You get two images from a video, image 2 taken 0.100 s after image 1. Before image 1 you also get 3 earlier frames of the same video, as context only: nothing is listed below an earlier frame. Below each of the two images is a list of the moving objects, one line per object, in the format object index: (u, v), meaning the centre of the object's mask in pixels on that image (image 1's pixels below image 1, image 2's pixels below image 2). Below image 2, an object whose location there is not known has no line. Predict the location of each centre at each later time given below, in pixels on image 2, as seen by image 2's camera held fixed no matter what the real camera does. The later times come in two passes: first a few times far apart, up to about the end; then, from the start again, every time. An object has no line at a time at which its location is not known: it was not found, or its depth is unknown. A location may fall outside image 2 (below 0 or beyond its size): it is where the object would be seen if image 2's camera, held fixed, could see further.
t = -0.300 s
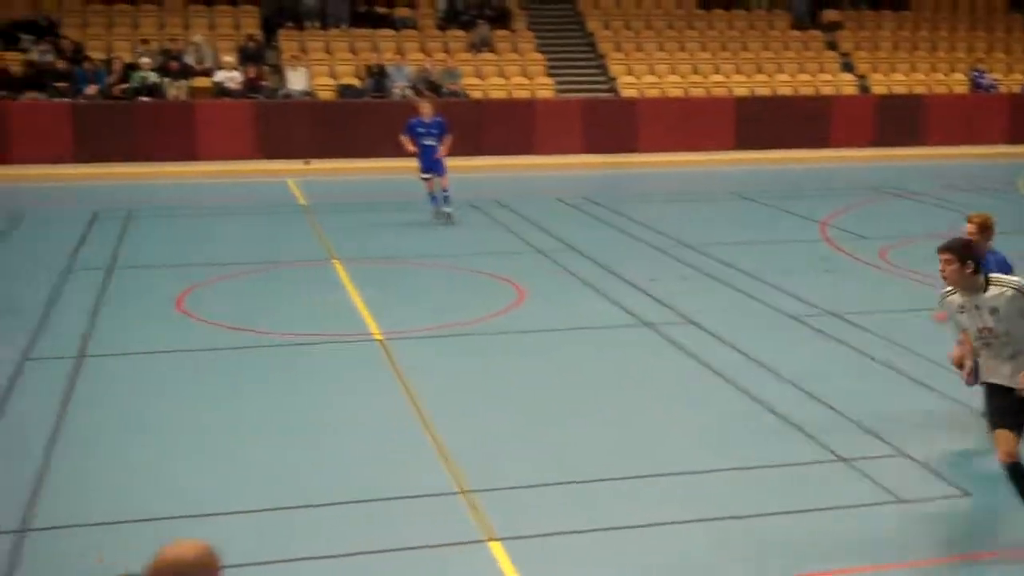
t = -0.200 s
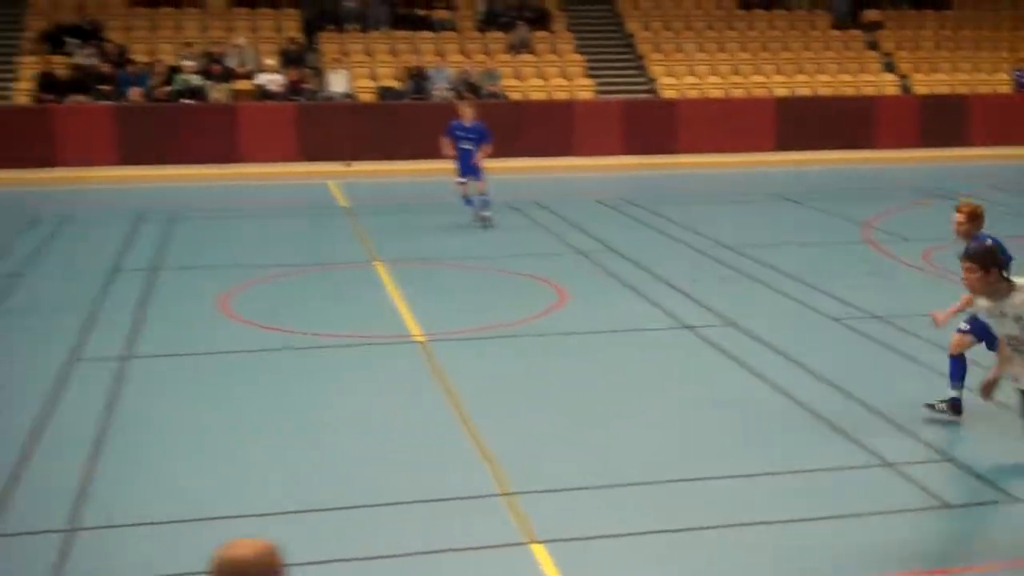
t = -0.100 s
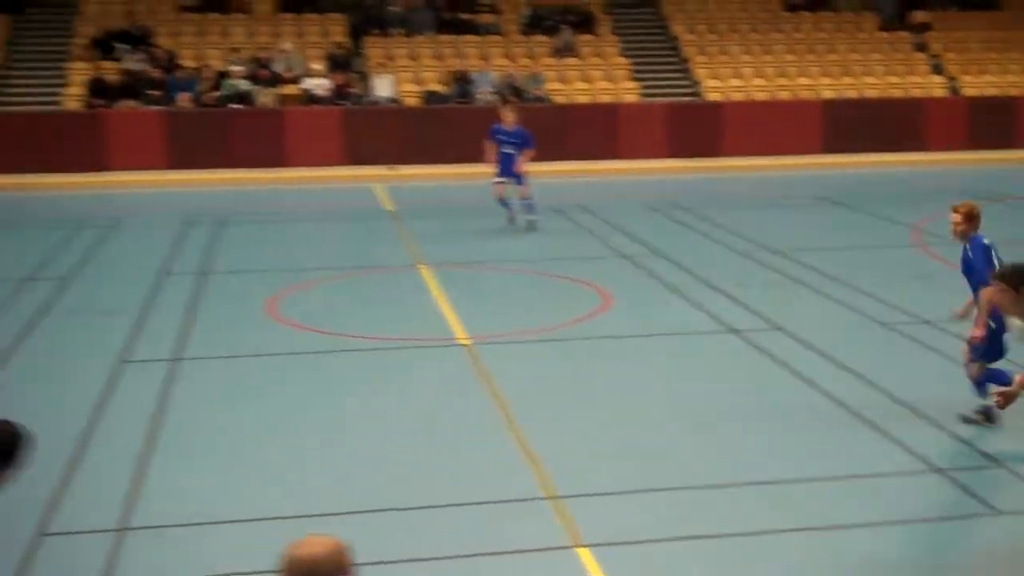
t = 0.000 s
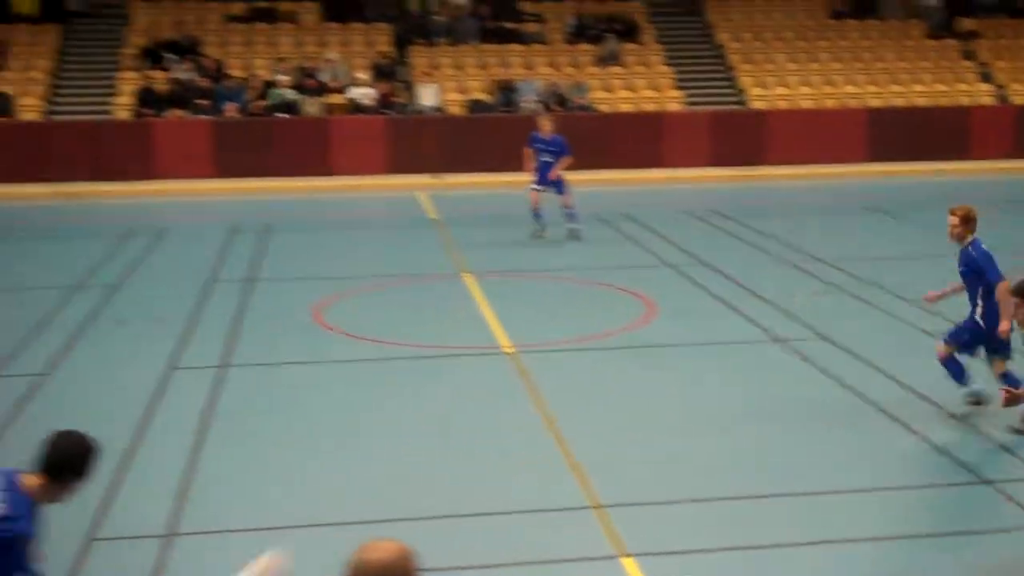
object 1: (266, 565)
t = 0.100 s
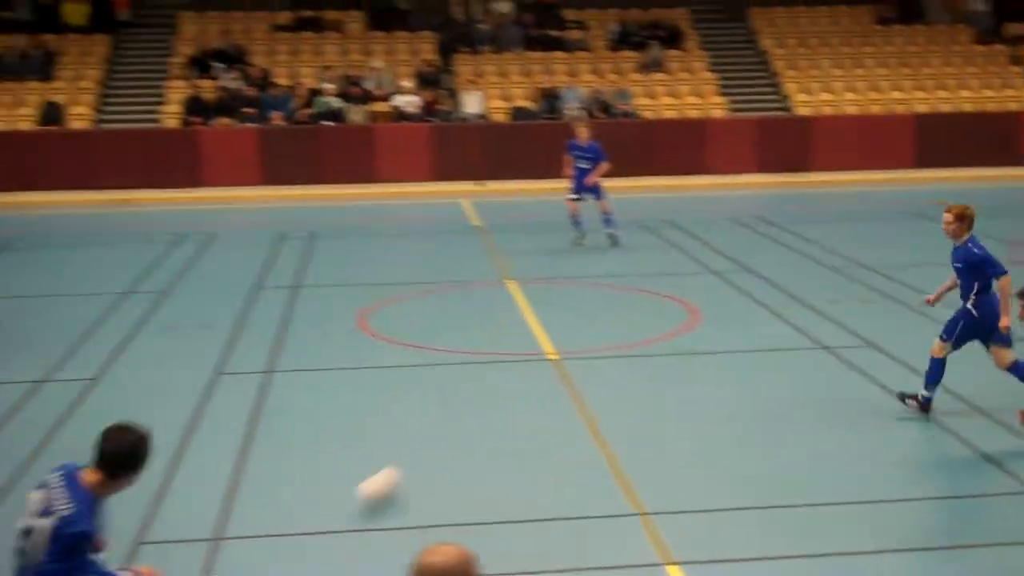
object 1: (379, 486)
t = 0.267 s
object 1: (452, 393)
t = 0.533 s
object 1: (510, 312)
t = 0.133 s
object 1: (397, 464)
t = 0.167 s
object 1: (411, 444)
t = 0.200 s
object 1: (427, 425)
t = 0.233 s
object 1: (439, 409)
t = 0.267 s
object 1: (452, 393)
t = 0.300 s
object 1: (462, 379)
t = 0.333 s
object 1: (473, 367)
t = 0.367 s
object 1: (481, 355)
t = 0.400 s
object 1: (489, 345)
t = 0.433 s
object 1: (496, 336)
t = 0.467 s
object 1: (500, 328)
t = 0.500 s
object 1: (506, 320)
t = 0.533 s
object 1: (510, 312)
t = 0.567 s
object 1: (516, 306)
